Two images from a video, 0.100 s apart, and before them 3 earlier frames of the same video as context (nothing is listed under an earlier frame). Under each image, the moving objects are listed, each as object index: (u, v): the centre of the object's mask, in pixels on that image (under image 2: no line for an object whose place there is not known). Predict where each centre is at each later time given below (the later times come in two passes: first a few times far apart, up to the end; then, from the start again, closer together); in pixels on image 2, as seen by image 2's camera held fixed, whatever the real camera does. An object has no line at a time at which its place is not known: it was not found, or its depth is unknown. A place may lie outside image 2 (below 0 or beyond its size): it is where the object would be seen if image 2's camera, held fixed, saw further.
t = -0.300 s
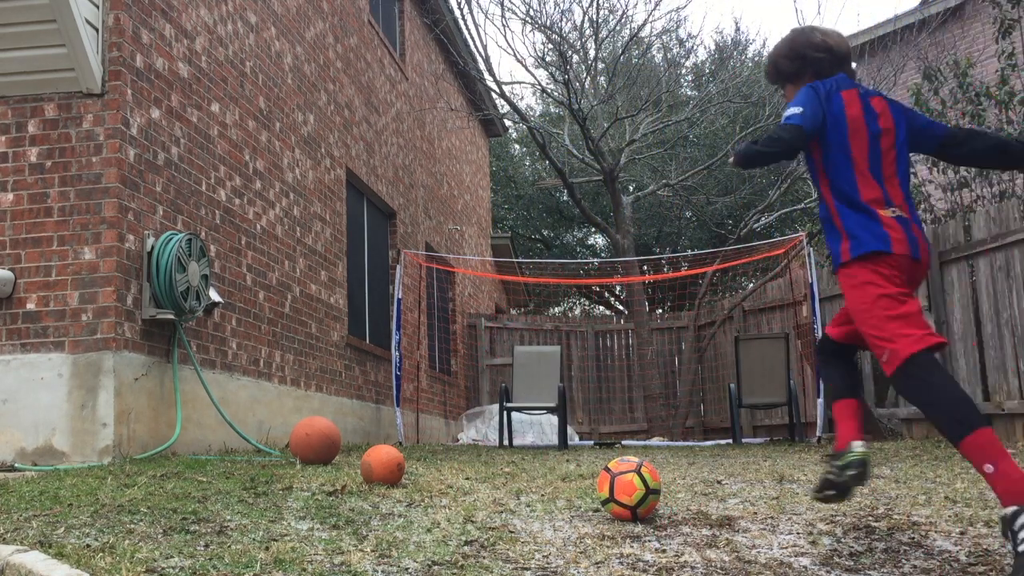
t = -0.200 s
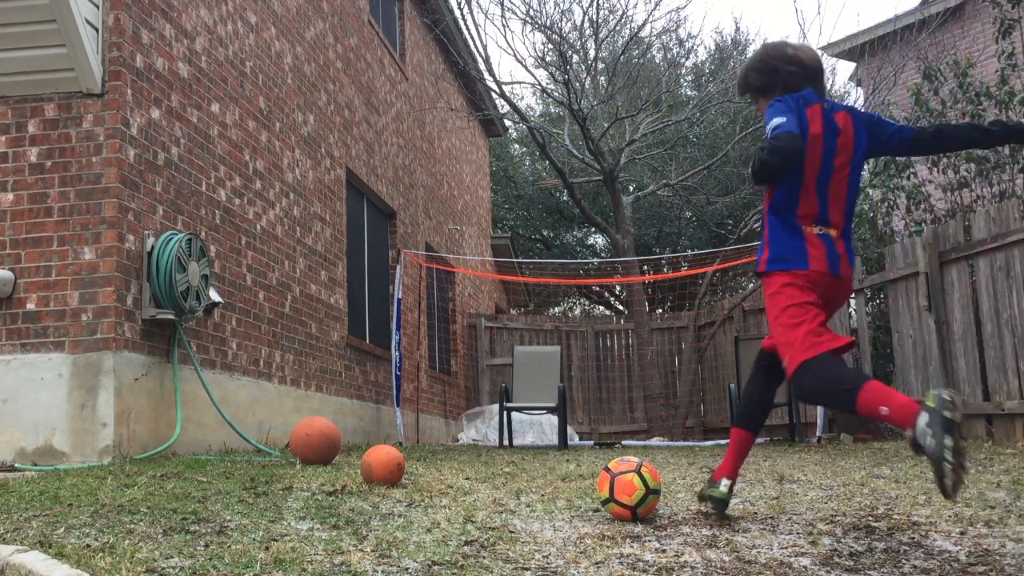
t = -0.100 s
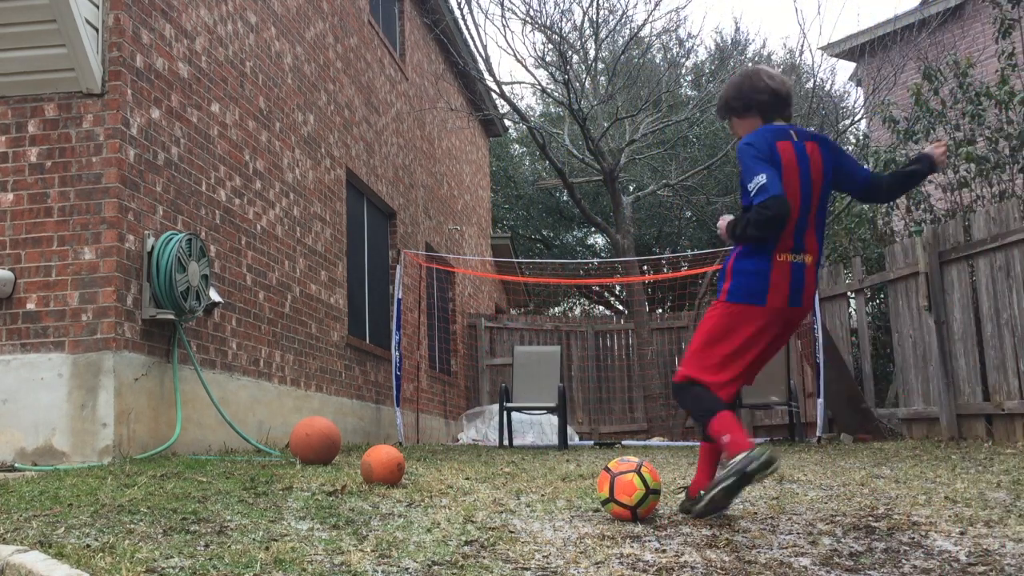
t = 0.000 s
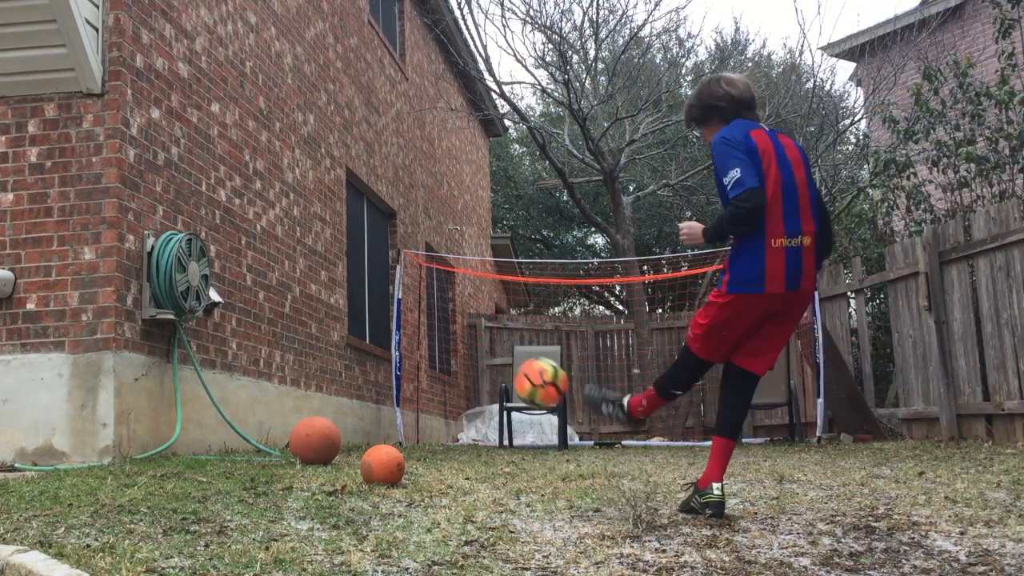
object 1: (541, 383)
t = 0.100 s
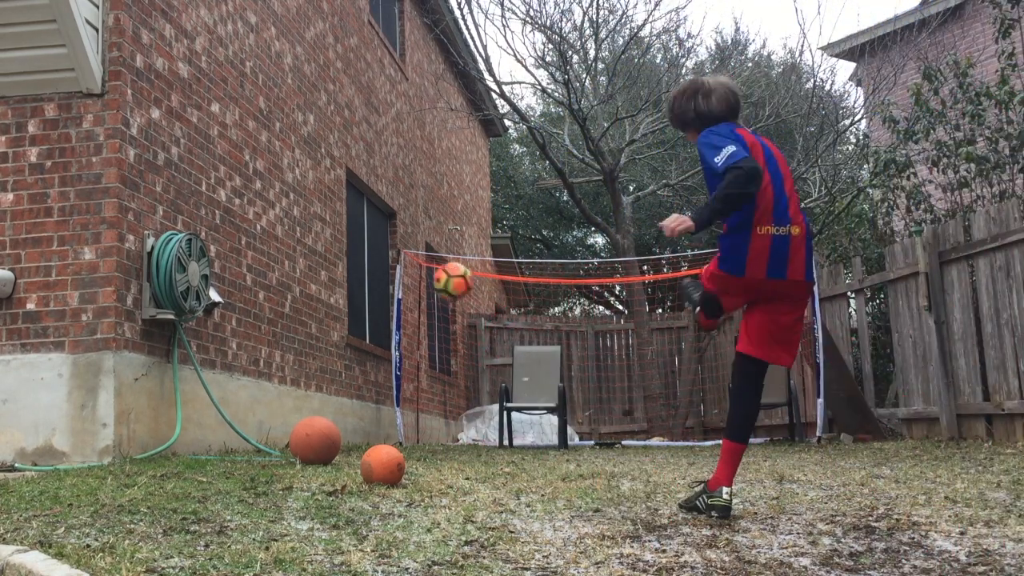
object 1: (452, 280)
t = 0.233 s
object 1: (389, 218)
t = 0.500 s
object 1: (412, 195)
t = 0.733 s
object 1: (515, 232)
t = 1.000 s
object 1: (596, 313)
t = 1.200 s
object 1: (641, 395)
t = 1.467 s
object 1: (674, 406)
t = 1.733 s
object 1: (707, 403)
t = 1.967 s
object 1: (743, 430)
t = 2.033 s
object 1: (745, 422)
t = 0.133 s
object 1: (433, 260)
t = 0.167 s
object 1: (416, 243)
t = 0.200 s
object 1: (402, 228)
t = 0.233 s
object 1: (389, 218)
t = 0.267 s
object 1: (379, 210)
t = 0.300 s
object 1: (369, 203)
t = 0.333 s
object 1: (360, 198)
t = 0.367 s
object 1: (354, 194)
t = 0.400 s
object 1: (355, 193)
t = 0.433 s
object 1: (376, 192)
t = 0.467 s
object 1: (394, 193)
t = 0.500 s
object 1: (412, 195)
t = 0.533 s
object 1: (428, 197)
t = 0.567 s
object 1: (445, 201)
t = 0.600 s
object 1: (460, 206)
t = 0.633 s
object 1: (475, 211)
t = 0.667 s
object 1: (488, 217)
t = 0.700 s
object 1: (502, 224)
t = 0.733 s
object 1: (515, 232)
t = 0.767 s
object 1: (527, 239)
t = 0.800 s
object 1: (537, 248)
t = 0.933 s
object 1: (579, 288)
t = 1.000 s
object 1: (596, 313)
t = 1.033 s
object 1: (606, 326)
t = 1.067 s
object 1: (613, 340)
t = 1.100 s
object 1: (621, 352)
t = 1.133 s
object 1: (630, 367)
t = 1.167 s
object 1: (636, 382)
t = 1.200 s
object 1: (641, 395)
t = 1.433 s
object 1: (672, 410)
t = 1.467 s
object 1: (674, 406)
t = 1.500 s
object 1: (675, 404)
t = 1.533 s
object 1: (691, 400)
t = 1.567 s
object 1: (694, 399)
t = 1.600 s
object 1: (695, 400)
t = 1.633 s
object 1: (696, 400)
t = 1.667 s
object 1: (699, 400)
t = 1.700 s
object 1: (704, 402)
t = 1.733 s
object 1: (707, 403)
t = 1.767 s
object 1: (712, 408)
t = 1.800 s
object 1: (716, 412)
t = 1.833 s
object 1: (721, 417)
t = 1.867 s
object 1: (724, 423)
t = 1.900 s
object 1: (727, 429)
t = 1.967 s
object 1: (743, 430)
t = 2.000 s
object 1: (745, 427)
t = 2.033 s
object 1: (745, 422)
